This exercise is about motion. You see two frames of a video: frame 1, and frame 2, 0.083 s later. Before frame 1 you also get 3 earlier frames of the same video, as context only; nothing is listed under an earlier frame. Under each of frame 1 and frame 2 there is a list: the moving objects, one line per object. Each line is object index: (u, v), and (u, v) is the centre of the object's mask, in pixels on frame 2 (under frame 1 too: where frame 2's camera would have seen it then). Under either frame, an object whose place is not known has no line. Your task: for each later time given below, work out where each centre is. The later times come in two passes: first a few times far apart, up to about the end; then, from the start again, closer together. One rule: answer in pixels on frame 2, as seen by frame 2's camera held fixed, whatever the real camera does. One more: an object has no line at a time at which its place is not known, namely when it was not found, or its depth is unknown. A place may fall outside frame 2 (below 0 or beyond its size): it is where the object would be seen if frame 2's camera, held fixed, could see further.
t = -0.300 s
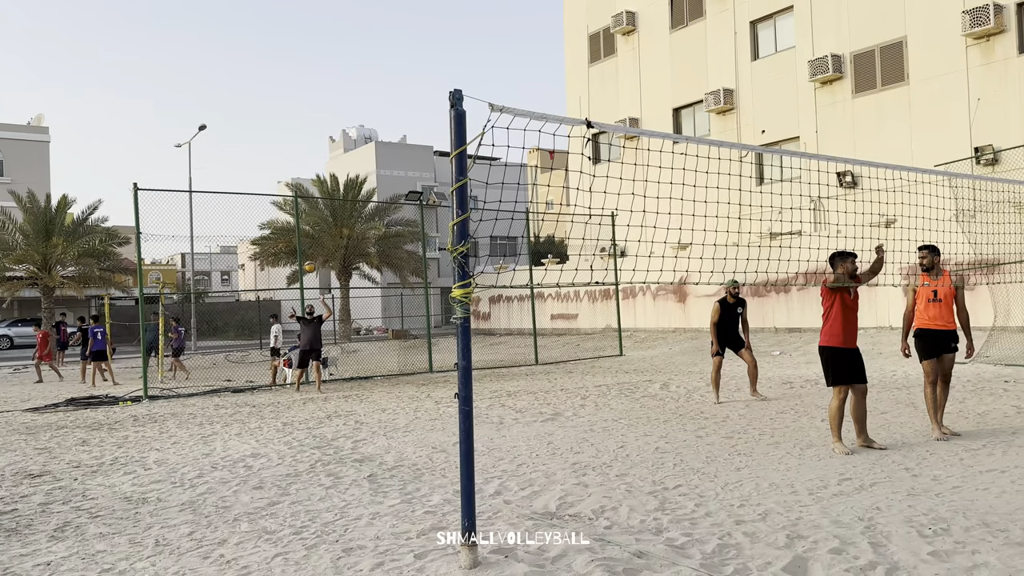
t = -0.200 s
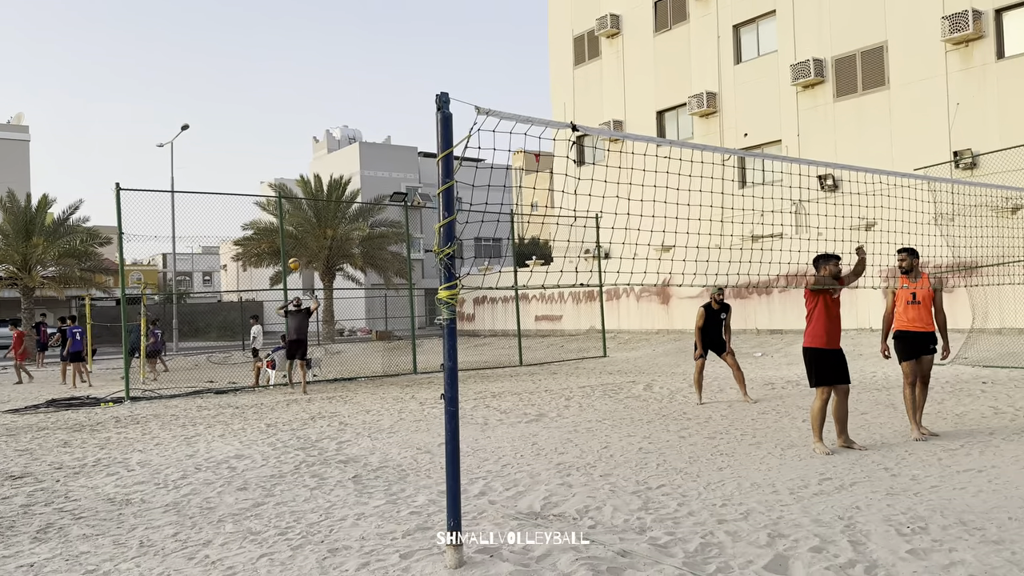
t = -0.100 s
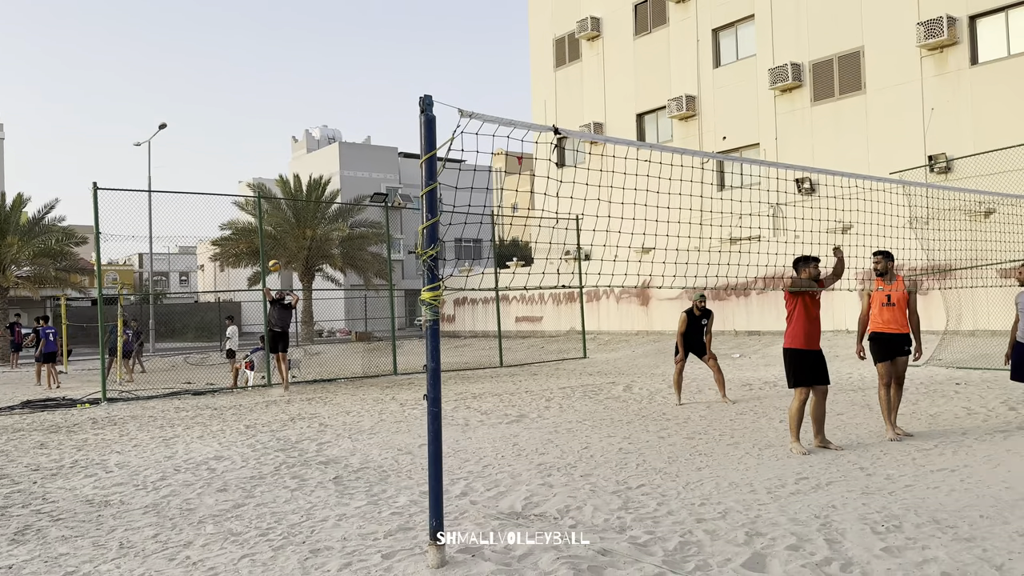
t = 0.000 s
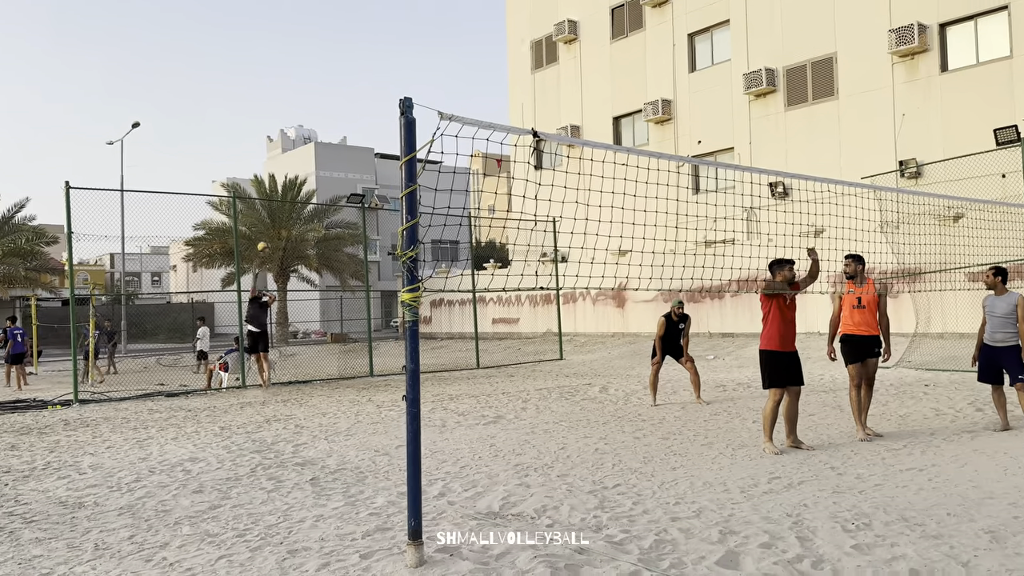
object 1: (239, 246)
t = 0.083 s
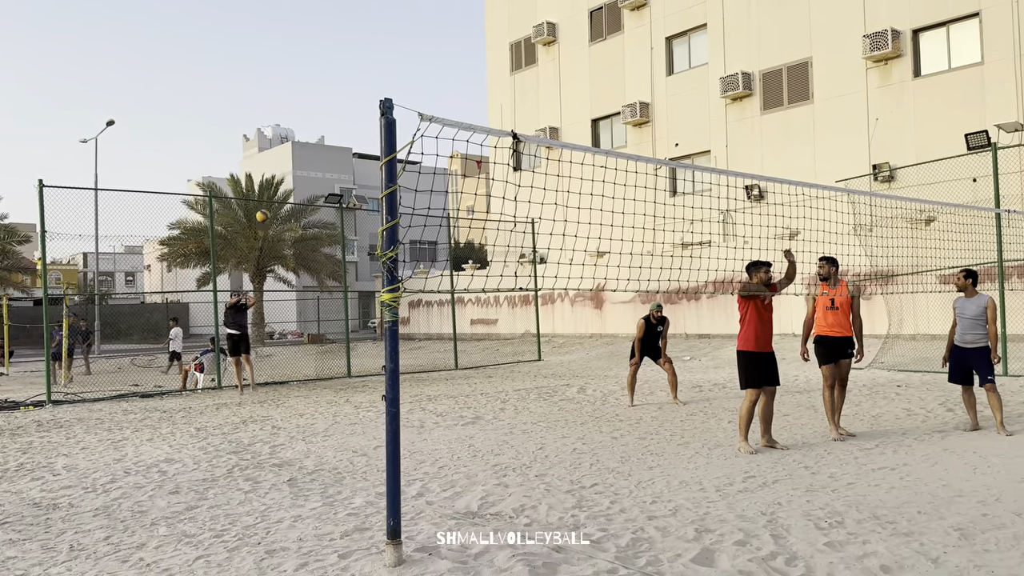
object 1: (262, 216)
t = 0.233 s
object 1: (310, 161)
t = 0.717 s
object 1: (570, 26)
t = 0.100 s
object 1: (267, 209)
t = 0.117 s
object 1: (272, 204)
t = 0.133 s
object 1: (277, 198)
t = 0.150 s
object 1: (283, 192)
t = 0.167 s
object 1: (288, 185)
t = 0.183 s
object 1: (293, 180)
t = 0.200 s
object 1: (299, 174)
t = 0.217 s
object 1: (305, 168)
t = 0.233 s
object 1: (310, 161)
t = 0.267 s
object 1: (322, 150)
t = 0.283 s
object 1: (329, 143)
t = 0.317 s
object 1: (342, 132)
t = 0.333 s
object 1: (349, 126)
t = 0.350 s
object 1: (357, 119)
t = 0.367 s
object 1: (365, 113)
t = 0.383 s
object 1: (373, 107)
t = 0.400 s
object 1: (378, 100)
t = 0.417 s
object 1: (390, 94)
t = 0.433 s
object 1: (398, 90)
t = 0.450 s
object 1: (407, 84)
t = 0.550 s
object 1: (459, 59)
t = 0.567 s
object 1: (468, 55)
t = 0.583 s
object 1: (477, 51)
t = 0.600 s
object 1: (490, 47)
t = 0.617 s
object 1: (495, 45)
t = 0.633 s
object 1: (508, 41)
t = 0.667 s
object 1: (531, 34)
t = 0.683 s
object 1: (544, 32)
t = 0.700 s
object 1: (557, 29)
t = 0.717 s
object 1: (570, 26)
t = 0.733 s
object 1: (584, 24)
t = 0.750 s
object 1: (599, 21)
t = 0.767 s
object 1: (617, 19)
